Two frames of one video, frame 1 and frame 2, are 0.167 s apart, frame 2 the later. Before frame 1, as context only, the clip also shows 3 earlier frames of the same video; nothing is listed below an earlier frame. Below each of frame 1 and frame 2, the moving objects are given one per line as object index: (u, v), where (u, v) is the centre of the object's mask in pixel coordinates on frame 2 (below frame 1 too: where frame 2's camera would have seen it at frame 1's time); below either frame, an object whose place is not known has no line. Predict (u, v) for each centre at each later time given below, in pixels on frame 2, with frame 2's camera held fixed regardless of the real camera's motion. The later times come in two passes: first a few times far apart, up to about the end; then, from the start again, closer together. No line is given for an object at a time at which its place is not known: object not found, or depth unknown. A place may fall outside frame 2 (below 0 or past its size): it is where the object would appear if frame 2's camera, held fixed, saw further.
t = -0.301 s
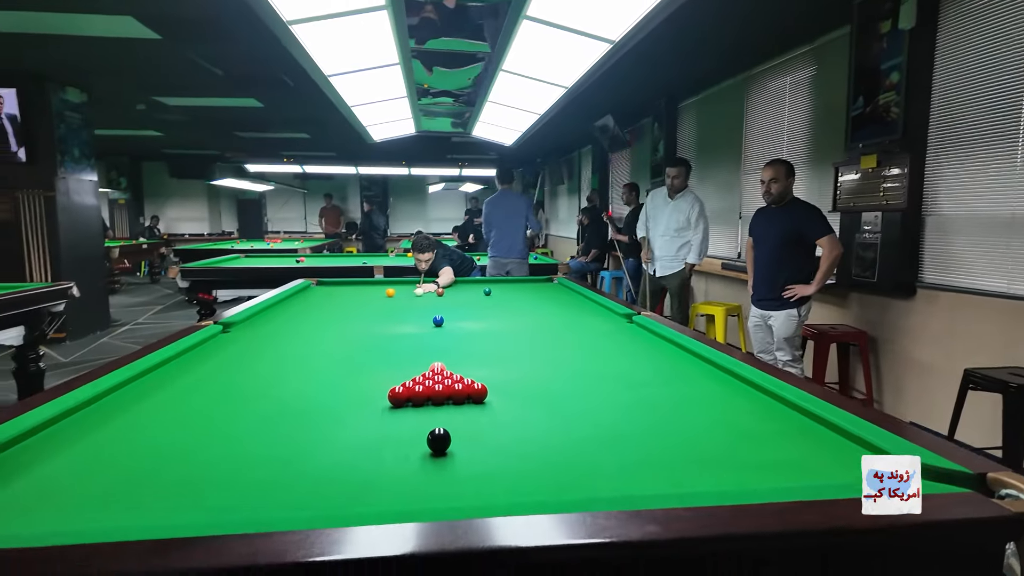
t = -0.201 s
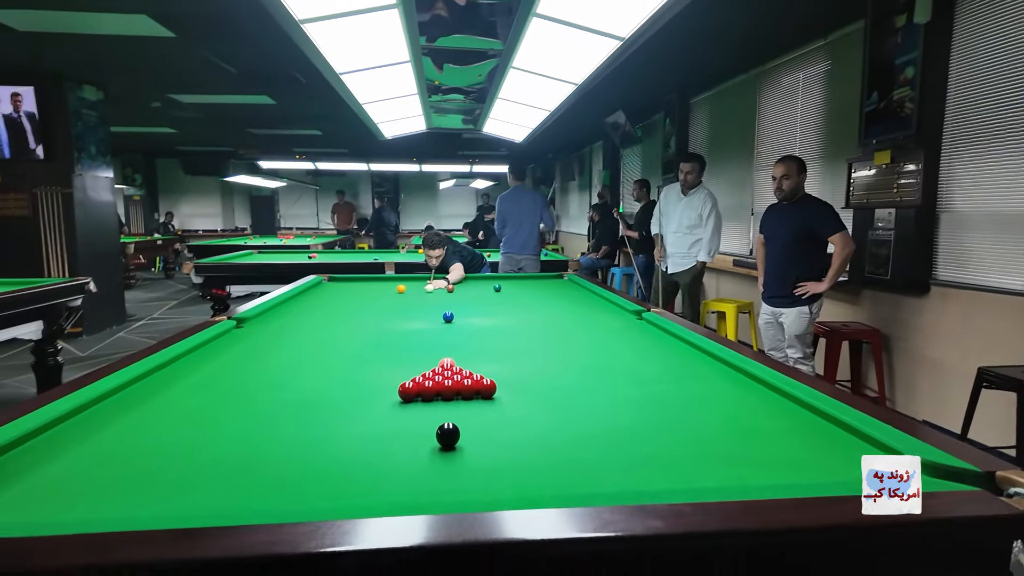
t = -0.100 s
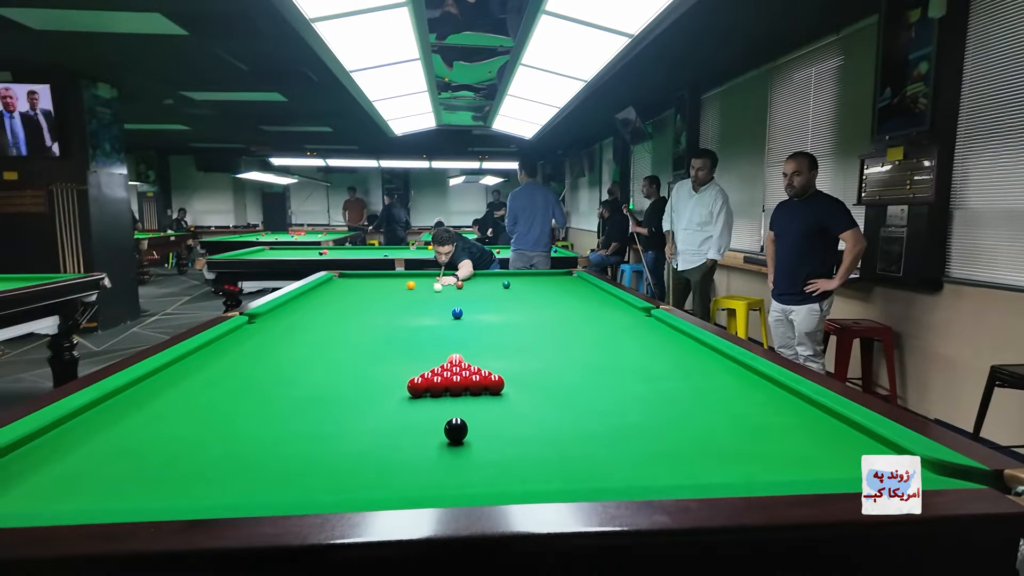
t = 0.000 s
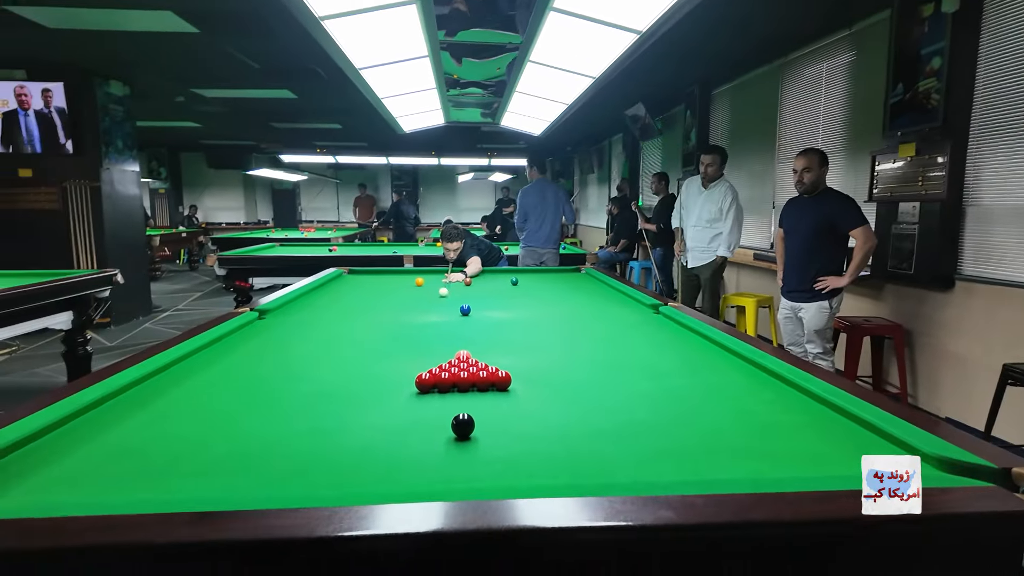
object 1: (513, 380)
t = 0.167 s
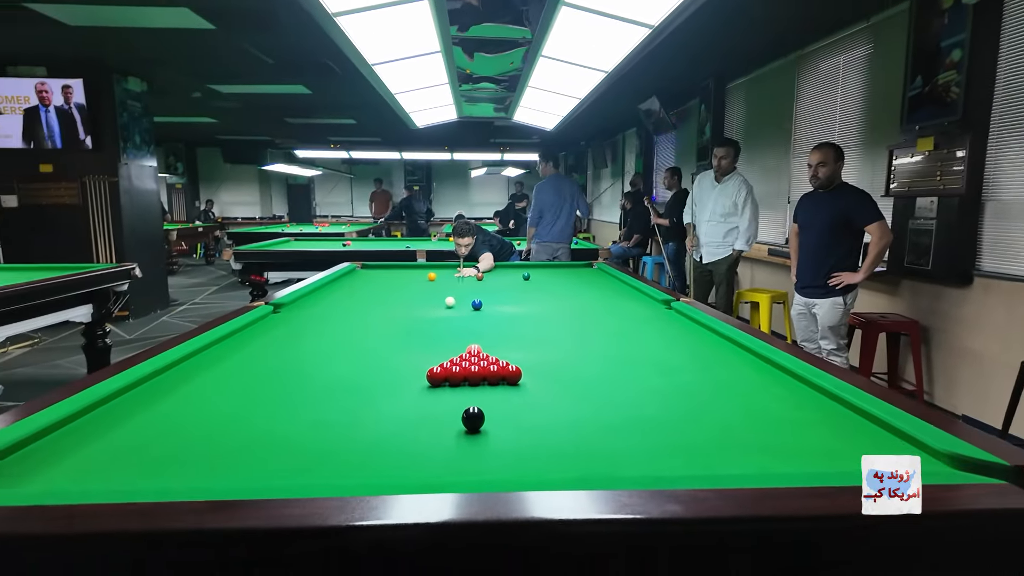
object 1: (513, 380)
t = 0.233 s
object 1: (513, 380)
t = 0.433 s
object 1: (513, 380)
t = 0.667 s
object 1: (536, 375)
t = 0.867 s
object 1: (575, 374)
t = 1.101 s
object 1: (619, 374)
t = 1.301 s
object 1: (654, 373)
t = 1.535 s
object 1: (693, 373)
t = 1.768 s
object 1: (729, 373)
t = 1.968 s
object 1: (758, 372)
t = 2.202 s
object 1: (781, 372)
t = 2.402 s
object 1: (763, 372)
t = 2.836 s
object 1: (729, 373)
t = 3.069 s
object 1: (714, 374)
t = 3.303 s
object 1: (700, 374)
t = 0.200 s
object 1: (513, 380)
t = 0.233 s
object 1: (513, 380)
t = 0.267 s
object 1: (513, 379)
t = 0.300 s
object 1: (513, 380)
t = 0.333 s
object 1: (514, 380)
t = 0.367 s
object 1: (513, 380)
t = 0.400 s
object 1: (513, 380)
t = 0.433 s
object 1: (513, 380)
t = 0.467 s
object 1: (513, 380)
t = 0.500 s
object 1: (514, 380)
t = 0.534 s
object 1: (514, 381)
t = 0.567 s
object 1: (514, 380)
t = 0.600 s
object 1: (521, 379)
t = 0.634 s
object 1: (528, 375)
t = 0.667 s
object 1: (536, 375)
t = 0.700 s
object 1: (542, 375)
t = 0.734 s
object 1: (549, 375)
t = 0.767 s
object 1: (556, 375)
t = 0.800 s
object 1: (562, 374)
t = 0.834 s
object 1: (569, 374)
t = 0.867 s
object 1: (575, 374)
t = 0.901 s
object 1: (581, 374)
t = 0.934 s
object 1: (588, 374)
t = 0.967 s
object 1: (594, 374)
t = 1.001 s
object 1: (600, 374)
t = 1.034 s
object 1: (606, 374)
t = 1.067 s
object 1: (613, 374)
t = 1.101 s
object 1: (619, 374)
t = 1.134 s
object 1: (625, 374)
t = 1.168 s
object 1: (630, 374)
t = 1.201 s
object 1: (636, 374)
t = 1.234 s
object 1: (642, 374)
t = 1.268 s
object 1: (648, 373)
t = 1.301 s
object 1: (654, 373)
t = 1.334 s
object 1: (659, 373)
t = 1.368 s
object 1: (665, 373)
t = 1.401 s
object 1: (671, 373)
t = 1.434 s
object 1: (677, 373)
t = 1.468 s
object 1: (682, 373)
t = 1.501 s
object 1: (688, 373)
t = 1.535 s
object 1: (693, 373)
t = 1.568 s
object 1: (698, 373)
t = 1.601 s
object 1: (704, 373)
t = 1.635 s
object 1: (709, 373)
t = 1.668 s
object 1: (714, 373)
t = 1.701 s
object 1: (719, 373)
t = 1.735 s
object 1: (724, 373)
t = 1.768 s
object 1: (729, 373)
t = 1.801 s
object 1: (734, 372)
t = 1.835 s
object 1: (739, 373)
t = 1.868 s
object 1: (744, 373)
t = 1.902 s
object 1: (749, 372)
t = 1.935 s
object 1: (753, 372)
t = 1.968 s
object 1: (758, 372)
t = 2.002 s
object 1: (763, 372)
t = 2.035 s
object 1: (767, 372)
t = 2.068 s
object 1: (772, 372)
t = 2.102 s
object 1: (776, 372)
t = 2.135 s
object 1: (780, 372)
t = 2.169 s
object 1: (785, 372)
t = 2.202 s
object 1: (781, 372)
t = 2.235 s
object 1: (778, 372)
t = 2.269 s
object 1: (775, 372)
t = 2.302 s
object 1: (772, 372)
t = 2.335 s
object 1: (769, 372)
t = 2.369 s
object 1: (766, 372)
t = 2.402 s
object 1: (763, 372)
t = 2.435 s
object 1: (760, 373)
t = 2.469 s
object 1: (758, 373)
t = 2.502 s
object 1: (755, 373)
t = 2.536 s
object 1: (752, 373)
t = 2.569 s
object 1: (749, 373)
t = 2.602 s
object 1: (747, 373)
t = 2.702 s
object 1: (739, 373)
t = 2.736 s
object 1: (736, 373)
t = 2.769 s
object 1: (734, 373)
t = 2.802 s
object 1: (732, 373)
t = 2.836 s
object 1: (729, 373)
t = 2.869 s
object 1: (727, 373)
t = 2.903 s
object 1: (724, 374)
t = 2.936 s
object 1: (722, 374)
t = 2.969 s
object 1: (720, 374)
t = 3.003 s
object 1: (718, 374)
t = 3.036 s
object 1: (716, 374)
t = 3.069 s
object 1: (714, 374)
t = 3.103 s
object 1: (712, 374)
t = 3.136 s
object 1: (710, 374)
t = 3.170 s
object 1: (707, 374)
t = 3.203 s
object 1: (706, 374)
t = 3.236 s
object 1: (704, 374)
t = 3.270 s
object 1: (702, 374)
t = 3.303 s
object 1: (700, 374)
